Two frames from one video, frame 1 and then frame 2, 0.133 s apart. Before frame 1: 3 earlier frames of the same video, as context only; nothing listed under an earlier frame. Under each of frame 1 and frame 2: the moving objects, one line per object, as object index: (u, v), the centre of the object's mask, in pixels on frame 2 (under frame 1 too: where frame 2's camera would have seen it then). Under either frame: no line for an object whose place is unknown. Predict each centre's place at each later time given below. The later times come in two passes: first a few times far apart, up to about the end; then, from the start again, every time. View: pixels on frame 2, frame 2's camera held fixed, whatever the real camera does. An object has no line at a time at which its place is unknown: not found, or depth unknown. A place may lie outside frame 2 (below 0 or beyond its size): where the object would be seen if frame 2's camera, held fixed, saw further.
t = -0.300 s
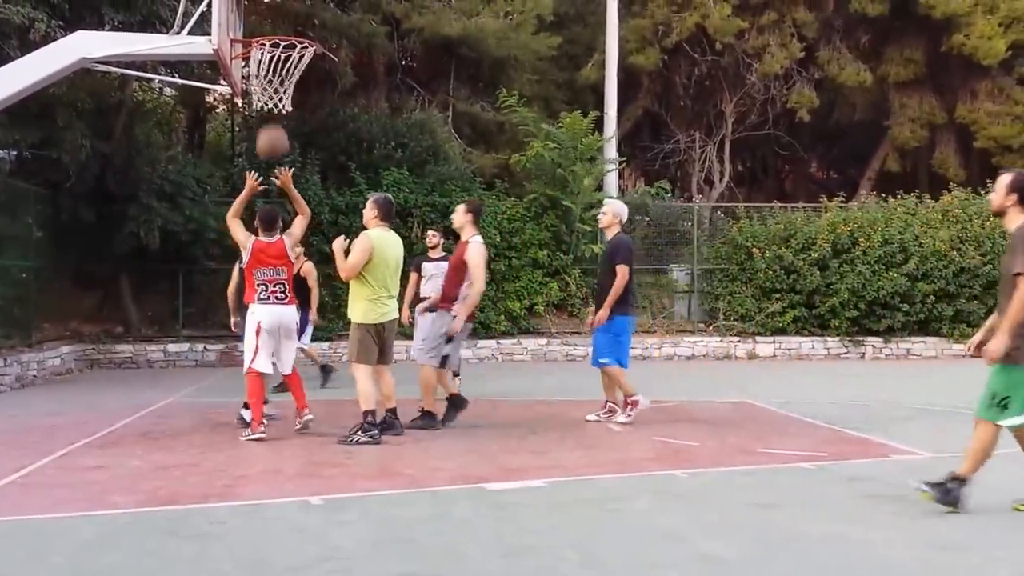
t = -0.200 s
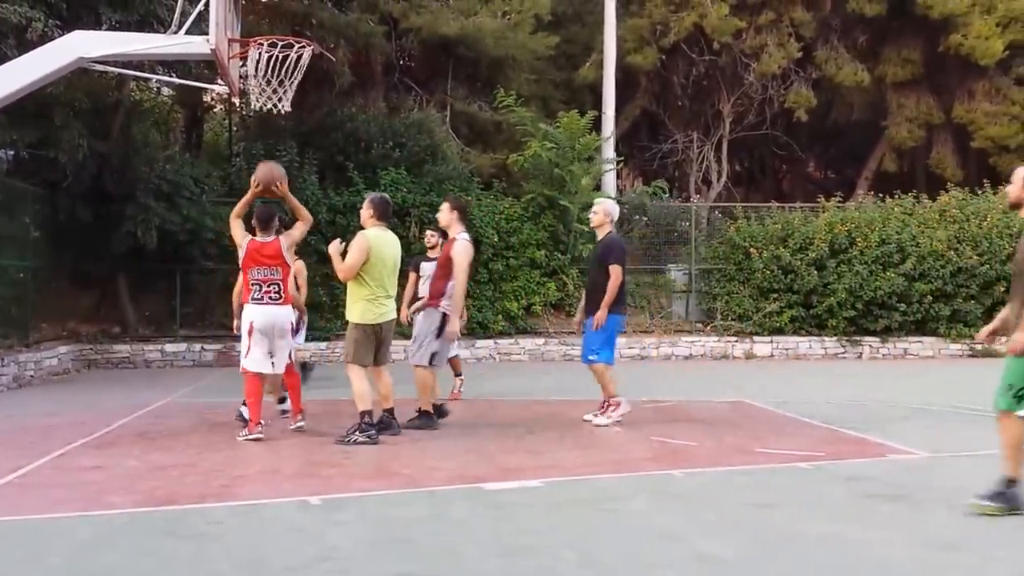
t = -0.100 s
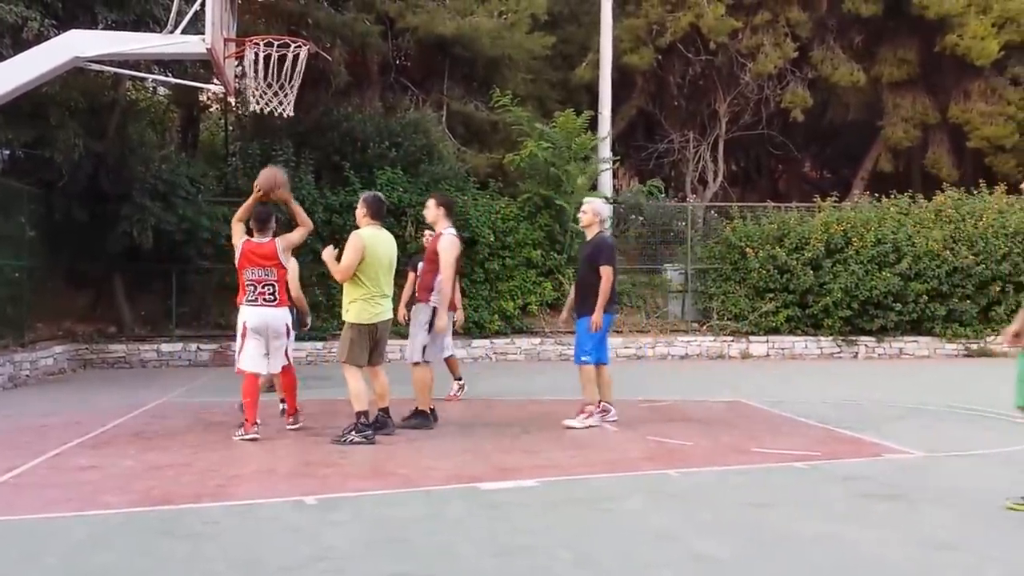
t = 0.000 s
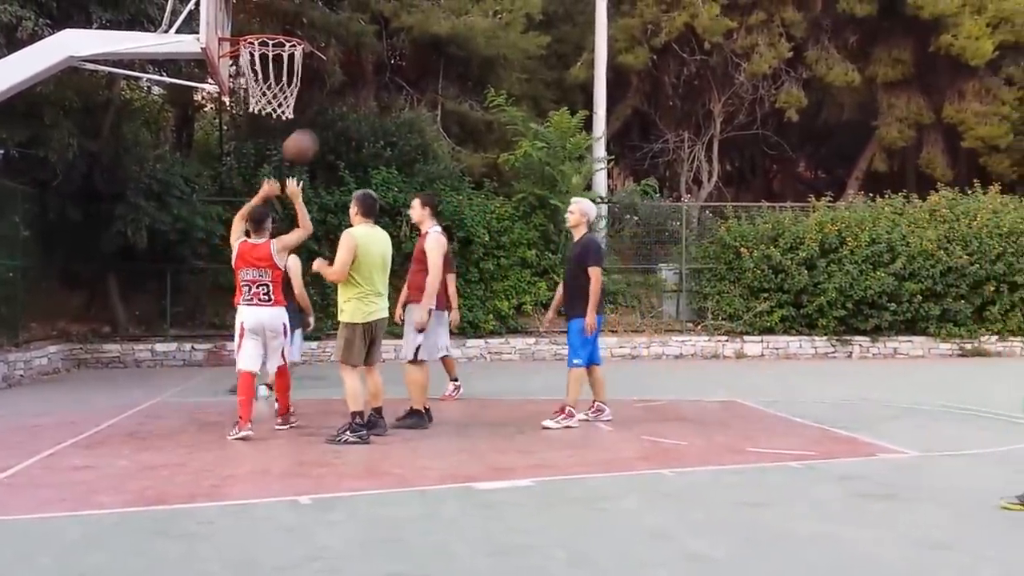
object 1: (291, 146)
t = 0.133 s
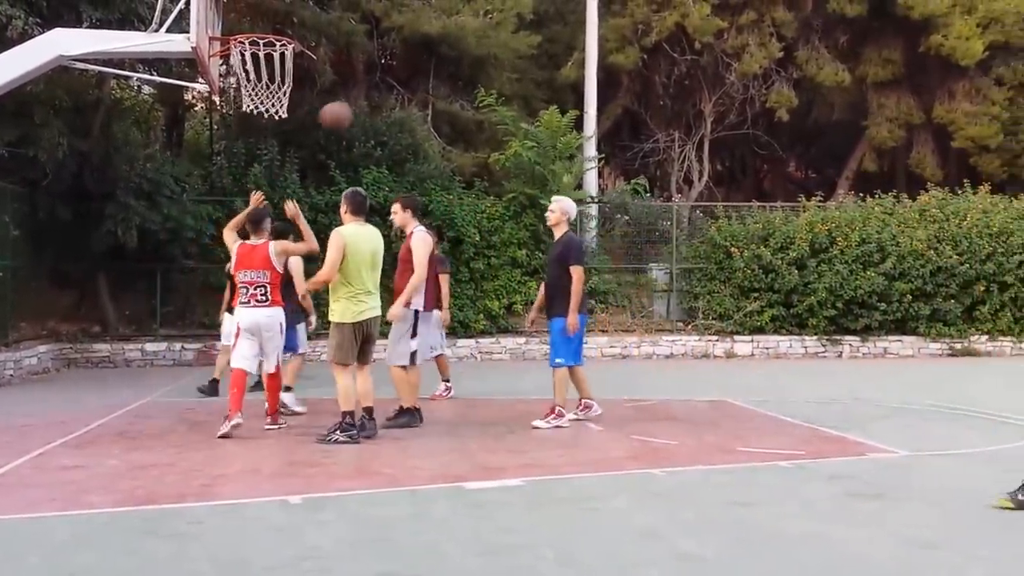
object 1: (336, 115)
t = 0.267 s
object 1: (375, 108)
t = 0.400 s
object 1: (411, 118)
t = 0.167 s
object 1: (346, 112)
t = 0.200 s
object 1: (356, 109)
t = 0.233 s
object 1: (366, 108)
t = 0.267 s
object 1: (375, 108)
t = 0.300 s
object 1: (385, 109)
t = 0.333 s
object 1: (393, 112)
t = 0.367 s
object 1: (403, 115)
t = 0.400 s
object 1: (411, 118)
